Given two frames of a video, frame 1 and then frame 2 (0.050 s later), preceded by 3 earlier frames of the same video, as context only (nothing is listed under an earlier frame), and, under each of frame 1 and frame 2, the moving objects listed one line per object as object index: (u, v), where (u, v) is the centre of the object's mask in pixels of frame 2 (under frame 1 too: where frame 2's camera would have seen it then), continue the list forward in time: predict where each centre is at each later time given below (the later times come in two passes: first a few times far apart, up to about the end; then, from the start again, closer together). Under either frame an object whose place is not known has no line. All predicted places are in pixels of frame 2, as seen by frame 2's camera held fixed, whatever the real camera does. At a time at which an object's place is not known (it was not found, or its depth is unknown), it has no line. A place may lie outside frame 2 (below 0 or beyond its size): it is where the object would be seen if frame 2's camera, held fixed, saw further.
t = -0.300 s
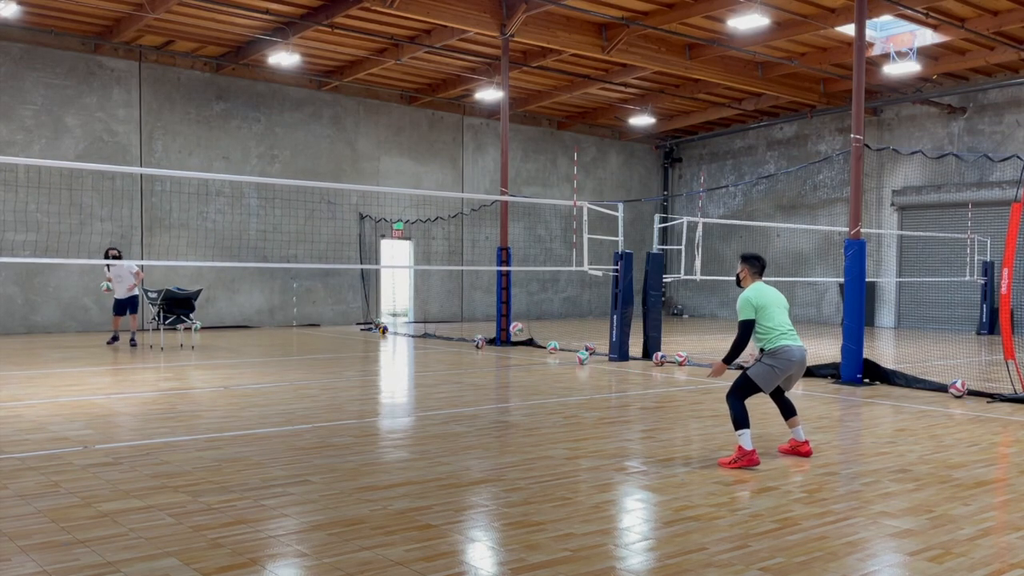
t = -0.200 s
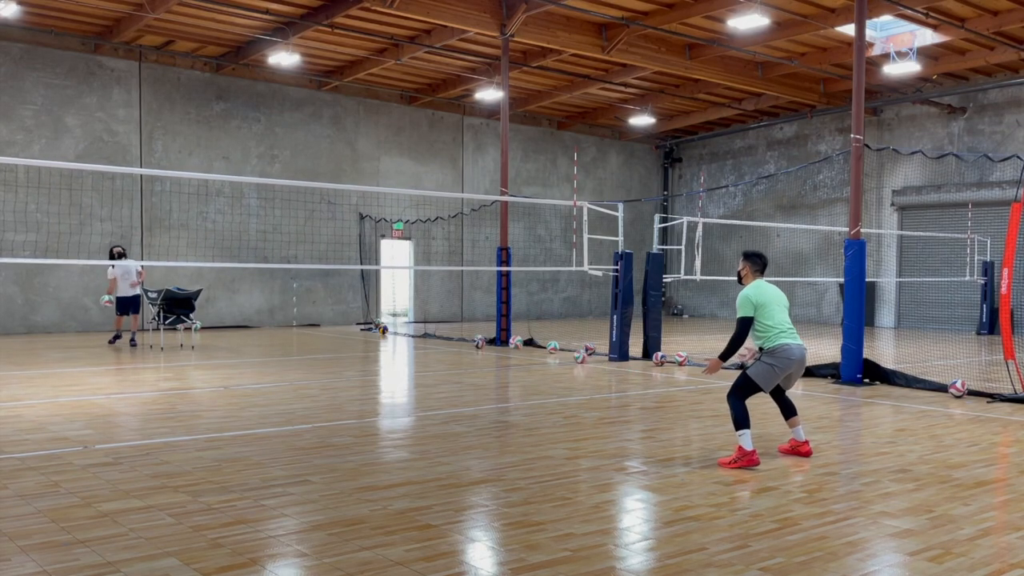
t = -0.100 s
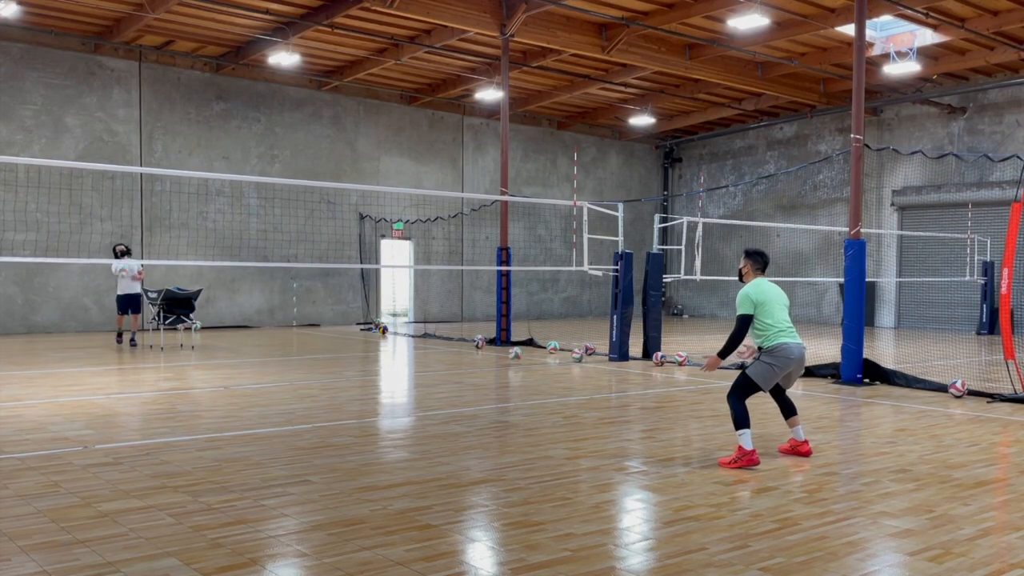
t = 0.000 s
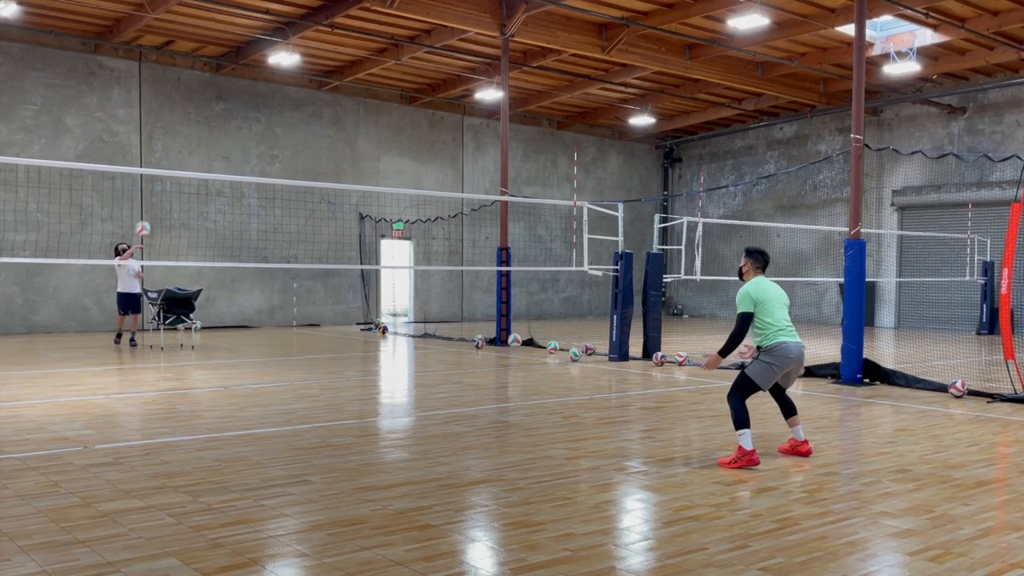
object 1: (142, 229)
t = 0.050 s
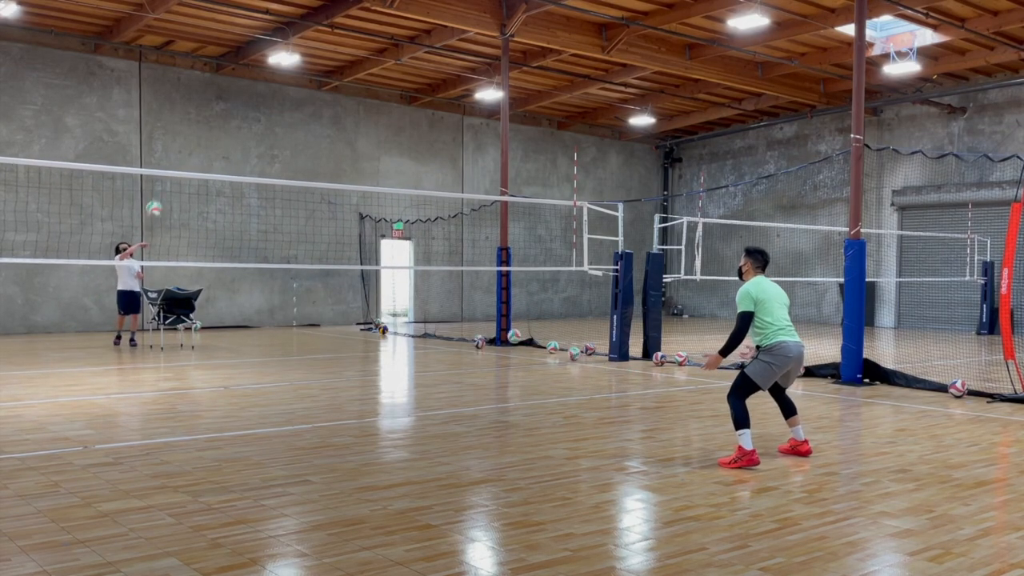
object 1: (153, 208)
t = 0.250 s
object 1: (205, 139)
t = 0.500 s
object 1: (291, 83)
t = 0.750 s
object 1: (415, 80)
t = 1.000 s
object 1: (601, 169)
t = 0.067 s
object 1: (157, 202)
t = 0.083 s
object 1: (161, 196)
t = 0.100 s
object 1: (165, 189)
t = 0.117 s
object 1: (170, 183)
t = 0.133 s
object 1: (174, 179)
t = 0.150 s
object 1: (178, 169)
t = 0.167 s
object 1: (182, 164)
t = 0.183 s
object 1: (187, 160)
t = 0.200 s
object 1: (191, 154)
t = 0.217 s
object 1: (196, 149)
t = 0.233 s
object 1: (200, 144)
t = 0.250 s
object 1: (205, 139)
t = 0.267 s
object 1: (210, 134)
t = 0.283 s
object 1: (215, 129)
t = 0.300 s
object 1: (220, 125)
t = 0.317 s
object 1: (225, 120)
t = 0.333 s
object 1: (231, 116)
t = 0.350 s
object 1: (236, 112)
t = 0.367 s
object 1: (241, 108)
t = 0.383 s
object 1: (247, 105)
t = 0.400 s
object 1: (253, 101)
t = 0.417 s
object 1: (259, 98)
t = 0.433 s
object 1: (265, 94)
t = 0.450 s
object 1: (271, 91)
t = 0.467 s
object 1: (277, 88)
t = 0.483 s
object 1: (284, 86)
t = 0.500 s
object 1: (291, 83)
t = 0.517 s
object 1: (297, 81)
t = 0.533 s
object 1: (304, 79)
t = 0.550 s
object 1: (312, 78)
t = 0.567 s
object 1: (320, 76)
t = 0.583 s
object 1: (327, 76)
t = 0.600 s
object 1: (335, 74)
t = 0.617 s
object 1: (343, 74)
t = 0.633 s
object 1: (351, 73)
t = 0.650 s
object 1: (359, 73)
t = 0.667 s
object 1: (368, 74)
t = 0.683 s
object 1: (377, 74)
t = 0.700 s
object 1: (386, 75)
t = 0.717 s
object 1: (396, 76)
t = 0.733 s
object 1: (405, 78)
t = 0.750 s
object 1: (415, 80)
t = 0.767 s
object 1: (426, 83)
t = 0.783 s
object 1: (436, 86)
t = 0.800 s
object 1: (446, 89)
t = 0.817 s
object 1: (458, 93)
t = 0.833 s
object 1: (467, 97)
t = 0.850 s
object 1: (479, 102)
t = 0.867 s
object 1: (493, 108)
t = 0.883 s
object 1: (505, 113)
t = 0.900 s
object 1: (517, 118)
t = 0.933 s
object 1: (544, 133)
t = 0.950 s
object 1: (558, 141)
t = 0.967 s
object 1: (572, 149)
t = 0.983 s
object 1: (586, 158)
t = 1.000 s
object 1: (601, 169)
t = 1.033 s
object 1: (631, 191)
